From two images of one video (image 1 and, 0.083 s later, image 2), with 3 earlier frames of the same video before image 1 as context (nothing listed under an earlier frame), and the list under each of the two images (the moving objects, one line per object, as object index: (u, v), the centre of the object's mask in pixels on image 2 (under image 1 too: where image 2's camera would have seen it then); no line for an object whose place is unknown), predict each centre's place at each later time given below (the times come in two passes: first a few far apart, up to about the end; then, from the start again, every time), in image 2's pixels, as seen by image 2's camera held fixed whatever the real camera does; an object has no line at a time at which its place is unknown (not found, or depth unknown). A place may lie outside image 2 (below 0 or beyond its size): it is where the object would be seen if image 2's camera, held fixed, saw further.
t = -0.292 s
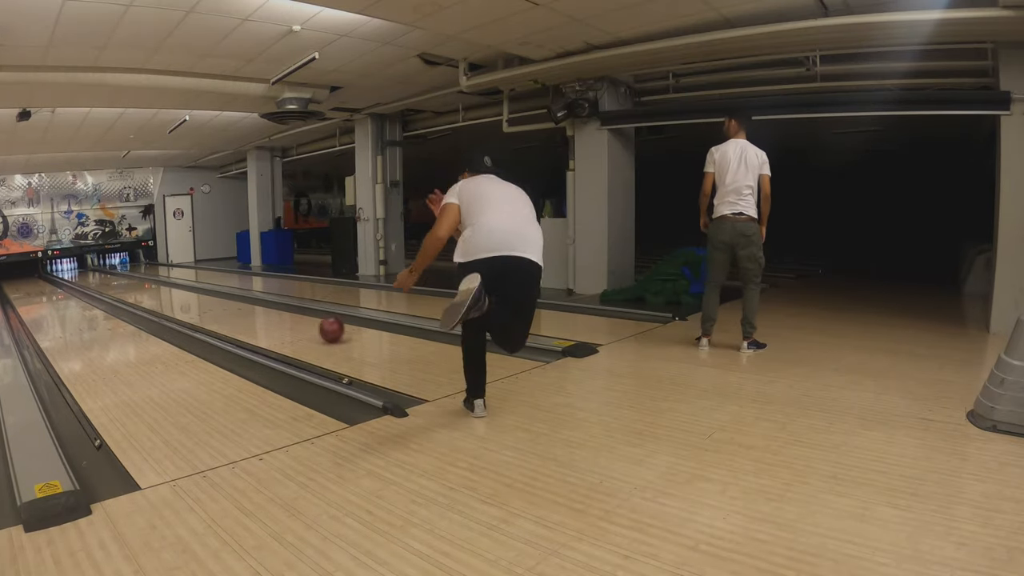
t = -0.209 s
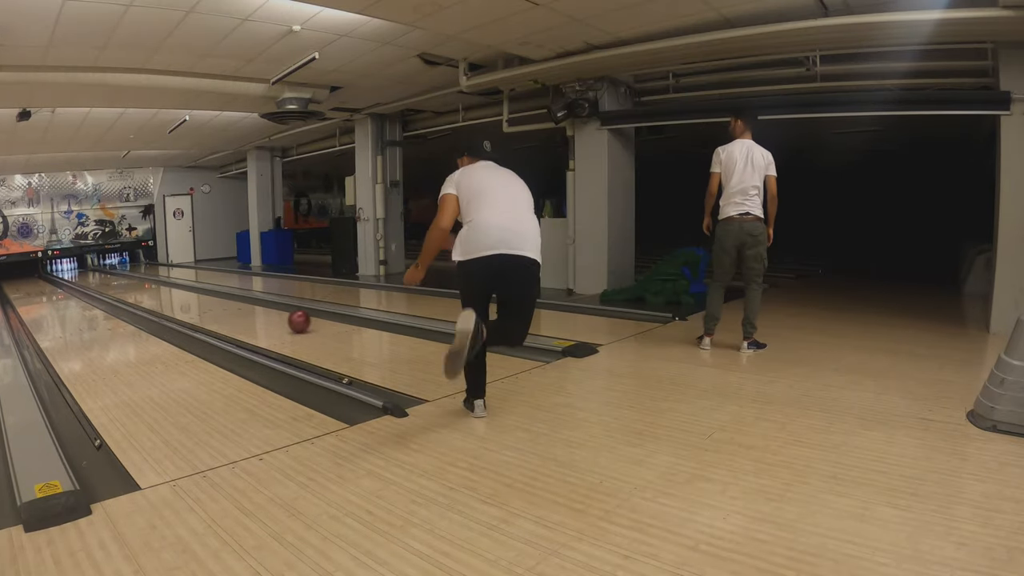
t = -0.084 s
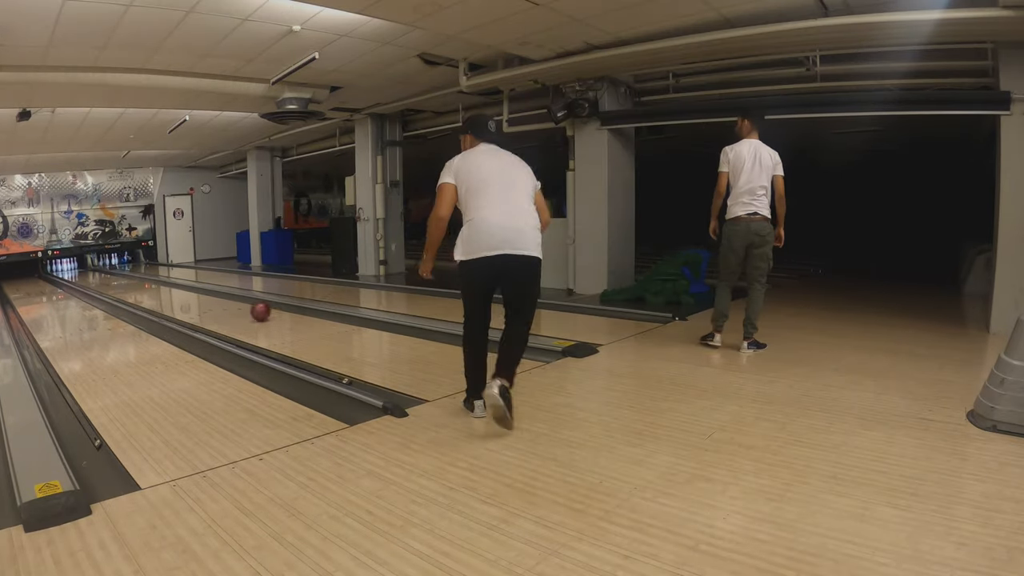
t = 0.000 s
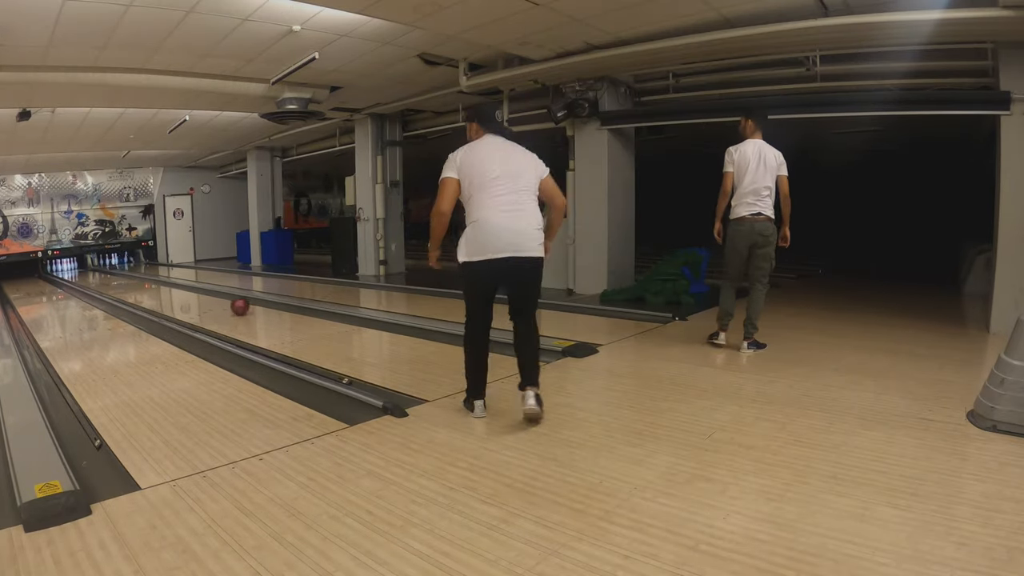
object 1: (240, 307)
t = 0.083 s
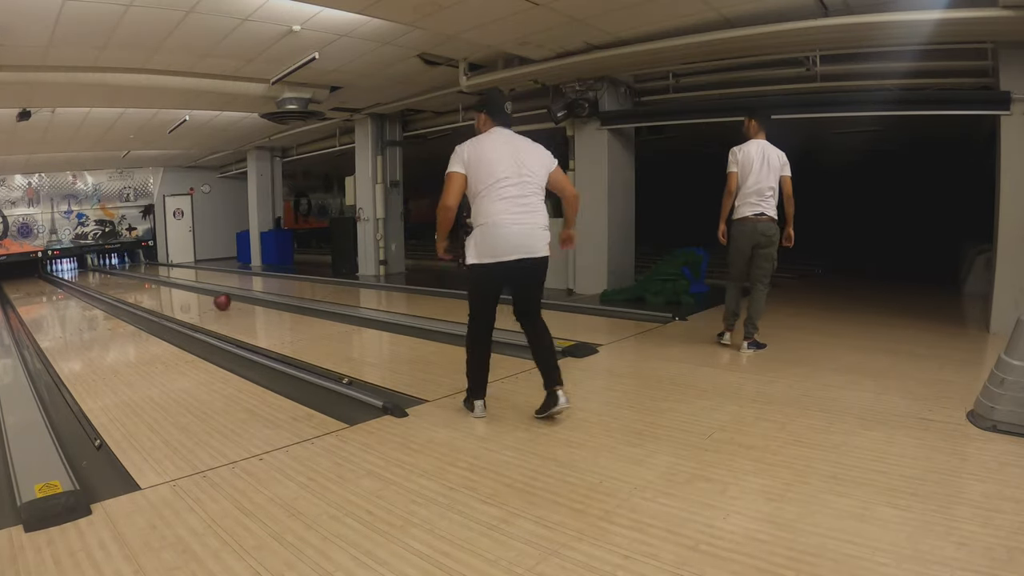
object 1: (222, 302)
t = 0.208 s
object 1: (200, 296)
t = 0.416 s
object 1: (171, 289)
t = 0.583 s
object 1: (153, 284)
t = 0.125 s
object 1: (214, 300)
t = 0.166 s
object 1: (207, 298)
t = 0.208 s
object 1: (200, 296)
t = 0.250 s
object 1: (193, 295)
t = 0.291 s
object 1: (187, 293)
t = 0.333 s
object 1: (182, 291)
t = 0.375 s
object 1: (176, 290)
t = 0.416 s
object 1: (171, 289)
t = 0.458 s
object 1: (167, 288)
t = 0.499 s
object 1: (162, 287)
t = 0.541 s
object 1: (158, 285)
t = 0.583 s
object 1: (153, 284)
